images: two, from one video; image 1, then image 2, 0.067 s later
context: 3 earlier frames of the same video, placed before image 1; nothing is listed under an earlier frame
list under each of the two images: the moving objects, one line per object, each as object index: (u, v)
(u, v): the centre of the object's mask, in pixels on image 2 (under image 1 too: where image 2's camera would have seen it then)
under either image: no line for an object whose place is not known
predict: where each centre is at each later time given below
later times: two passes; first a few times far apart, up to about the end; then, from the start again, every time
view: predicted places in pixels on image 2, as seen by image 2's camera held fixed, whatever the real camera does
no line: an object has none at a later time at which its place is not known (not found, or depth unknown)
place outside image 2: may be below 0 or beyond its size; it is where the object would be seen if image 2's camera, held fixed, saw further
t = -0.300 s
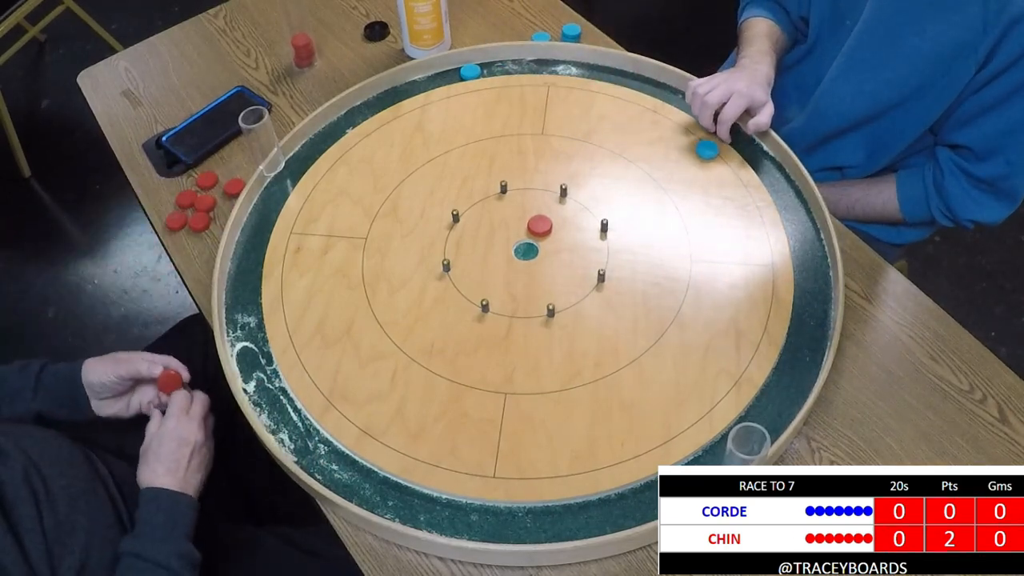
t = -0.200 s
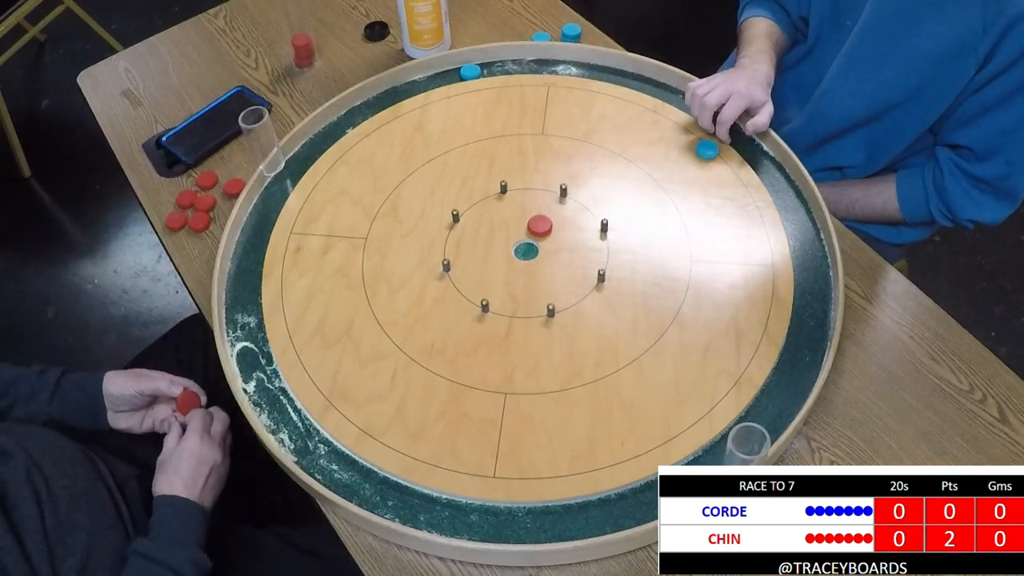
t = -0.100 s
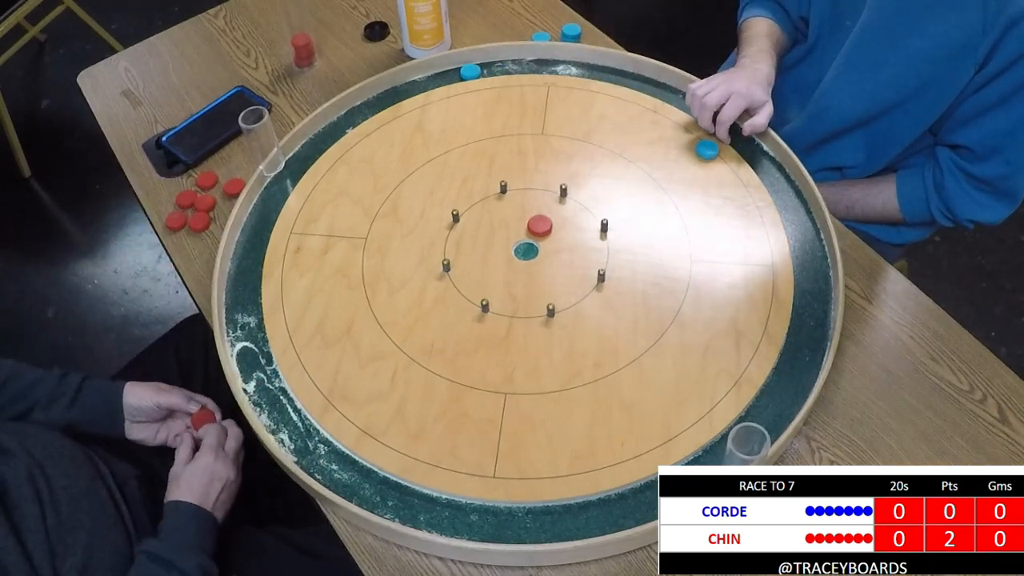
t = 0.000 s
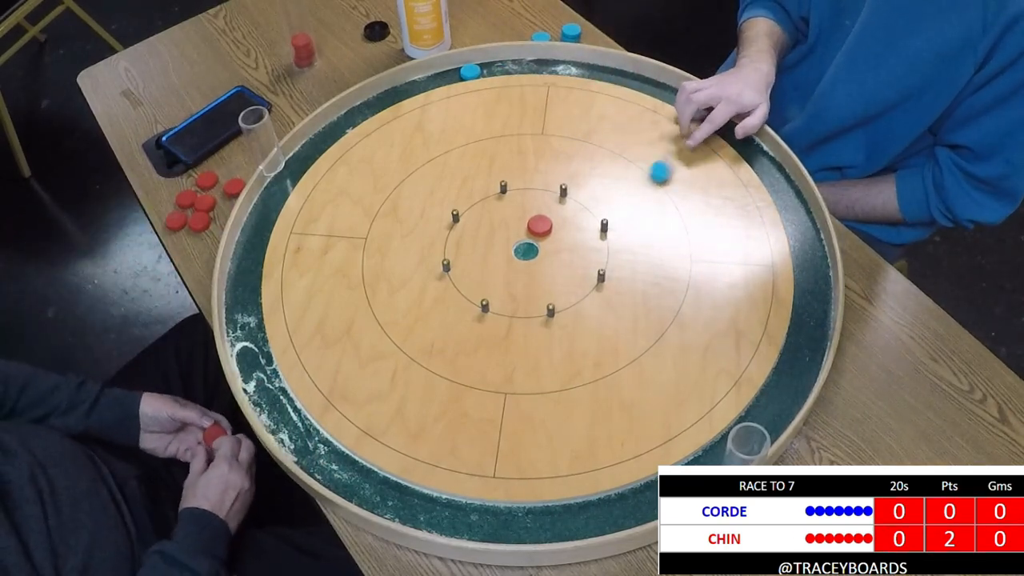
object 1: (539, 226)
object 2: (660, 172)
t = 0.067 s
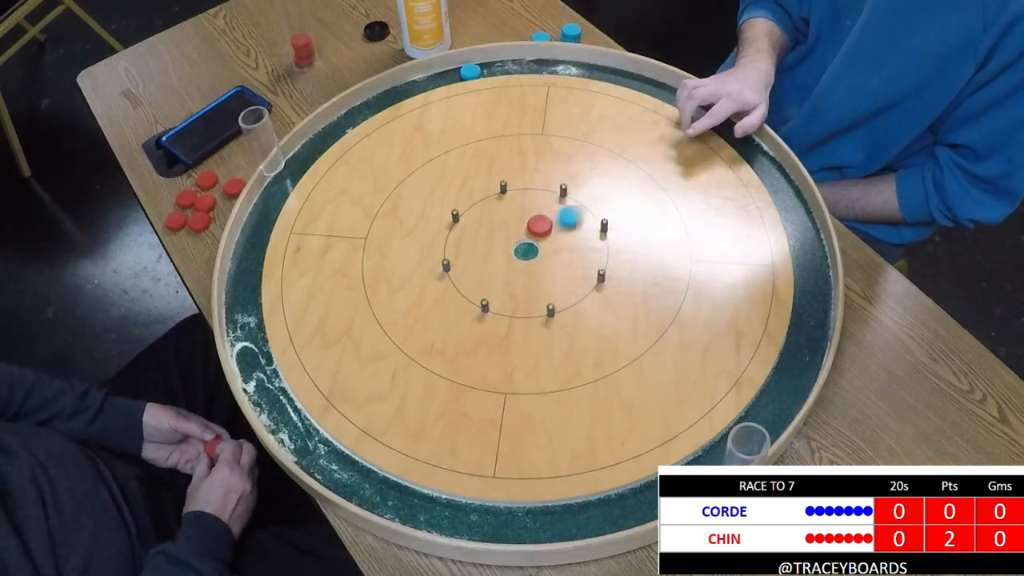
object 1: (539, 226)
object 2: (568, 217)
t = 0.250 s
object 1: (359, 198)
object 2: (546, 260)
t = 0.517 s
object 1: (350, 119)
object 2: (537, 277)
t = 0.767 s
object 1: (421, 85)
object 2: (537, 277)
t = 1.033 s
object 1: (451, 74)
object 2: (537, 277)
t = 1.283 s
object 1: (455, 77)
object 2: (537, 277)
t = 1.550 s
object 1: (455, 77)
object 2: (537, 277)
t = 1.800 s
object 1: (455, 77)
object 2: (537, 277)
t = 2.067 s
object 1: (455, 77)
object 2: (537, 277)
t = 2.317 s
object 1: (455, 77)
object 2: (537, 277)
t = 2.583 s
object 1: (455, 77)
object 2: (537, 277)
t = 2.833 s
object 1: (455, 77)
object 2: (537, 277)
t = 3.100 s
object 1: (455, 77)
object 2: (537, 277)
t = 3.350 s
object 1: (455, 77)
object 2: (537, 277)
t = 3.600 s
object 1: (455, 77)
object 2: (537, 277)
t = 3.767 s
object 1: (455, 77)
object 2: (537, 277)
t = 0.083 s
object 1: (521, 231)
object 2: (562, 223)
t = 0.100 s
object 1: (496, 239)
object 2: (560, 228)
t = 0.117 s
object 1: (472, 247)
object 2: (558, 232)
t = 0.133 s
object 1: (449, 253)
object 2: (556, 236)
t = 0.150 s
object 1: (434, 245)
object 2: (555, 240)
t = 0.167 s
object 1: (421, 237)
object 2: (553, 244)
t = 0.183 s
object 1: (408, 229)
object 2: (551, 247)
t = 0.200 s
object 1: (395, 221)
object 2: (550, 251)
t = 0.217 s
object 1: (383, 213)
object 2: (549, 254)
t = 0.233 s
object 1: (370, 205)
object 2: (547, 257)
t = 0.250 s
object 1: (359, 198)
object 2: (546, 260)
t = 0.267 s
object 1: (348, 191)
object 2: (545, 262)
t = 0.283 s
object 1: (337, 185)
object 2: (544, 264)
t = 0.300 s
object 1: (326, 178)
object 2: (543, 266)
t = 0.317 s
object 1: (316, 172)
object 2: (542, 268)
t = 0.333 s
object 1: (306, 165)
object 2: (541, 270)
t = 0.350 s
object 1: (298, 161)
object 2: (540, 272)
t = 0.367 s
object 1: (298, 155)
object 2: (539, 273)
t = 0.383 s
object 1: (301, 151)
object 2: (539, 274)
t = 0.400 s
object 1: (309, 147)
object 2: (539, 275)
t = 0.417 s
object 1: (317, 143)
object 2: (538, 276)
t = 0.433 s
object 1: (324, 139)
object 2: (538, 276)
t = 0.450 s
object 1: (331, 135)
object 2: (538, 277)
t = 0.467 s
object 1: (337, 131)
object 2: (538, 277)
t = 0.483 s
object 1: (341, 127)
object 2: (537, 277)
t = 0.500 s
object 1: (346, 123)
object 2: (537, 277)
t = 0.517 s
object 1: (350, 119)
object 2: (537, 277)
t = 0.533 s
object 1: (353, 114)
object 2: (537, 277)
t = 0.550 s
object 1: (356, 110)
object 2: (537, 277)
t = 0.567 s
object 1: (362, 107)
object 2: (537, 277)
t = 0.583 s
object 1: (368, 106)
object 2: (537, 277)
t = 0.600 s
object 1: (373, 104)
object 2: (537, 277)
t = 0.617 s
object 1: (379, 103)
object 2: (537, 277)
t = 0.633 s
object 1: (384, 100)
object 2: (537, 277)
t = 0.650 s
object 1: (390, 98)
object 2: (537, 277)
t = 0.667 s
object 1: (395, 97)
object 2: (537, 277)
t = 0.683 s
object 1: (400, 95)
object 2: (537, 277)
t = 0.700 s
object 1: (405, 93)
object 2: (537, 277)
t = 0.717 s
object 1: (409, 91)
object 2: (538, 277)
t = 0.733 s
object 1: (413, 89)
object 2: (538, 277)
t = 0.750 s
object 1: (417, 87)
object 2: (537, 277)
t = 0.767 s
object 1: (421, 85)
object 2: (537, 277)
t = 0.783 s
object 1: (425, 84)
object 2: (538, 277)
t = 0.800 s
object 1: (429, 82)
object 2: (537, 277)
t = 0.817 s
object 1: (432, 81)
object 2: (537, 277)
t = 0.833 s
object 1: (436, 80)
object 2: (537, 277)
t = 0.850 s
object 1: (438, 78)
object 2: (537, 277)
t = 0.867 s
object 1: (442, 77)
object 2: (538, 277)
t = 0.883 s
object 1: (445, 76)
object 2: (537, 277)
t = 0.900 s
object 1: (448, 74)
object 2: (537, 277)
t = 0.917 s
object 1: (448, 73)
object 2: (538, 277)
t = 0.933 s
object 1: (449, 73)
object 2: (538, 277)
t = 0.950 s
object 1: (449, 73)
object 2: (538, 277)
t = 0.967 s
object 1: (449, 73)
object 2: (538, 277)
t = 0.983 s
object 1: (450, 73)
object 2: (538, 277)
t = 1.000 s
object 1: (451, 74)
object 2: (537, 277)
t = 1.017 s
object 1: (451, 74)
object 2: (538, 277)
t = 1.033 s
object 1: (451, 74)
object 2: (537, 277)
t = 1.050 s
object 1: (451, 74)
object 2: (537, 277)
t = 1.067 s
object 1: (452, 75)
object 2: (537, 277)
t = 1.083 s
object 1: (453, 75)
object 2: (538, 277)
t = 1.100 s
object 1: (453, 75)
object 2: (537, 277)
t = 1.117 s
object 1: (453, 75)
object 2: (538, 277)
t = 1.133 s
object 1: (454, 76)
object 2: (538, 277)
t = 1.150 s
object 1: (454, 76)
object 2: (538, 277)
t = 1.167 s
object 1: (454, 76)
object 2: (538, 277)
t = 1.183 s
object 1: (455, 76)
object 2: (538, 277)
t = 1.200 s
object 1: (455, 76)
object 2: (537, 277)
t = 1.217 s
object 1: (455, 77)
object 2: (537, 277)
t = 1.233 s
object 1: (455, 77)
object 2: (537, 277)
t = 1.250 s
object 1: (455, 77)
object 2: (537, 277)
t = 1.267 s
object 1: (455, 77)
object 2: (537, 277)
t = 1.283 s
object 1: (455, 77)
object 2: (537, 277)
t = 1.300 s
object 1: (455, 77)
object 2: (537, 277)
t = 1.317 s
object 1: (455, 77)
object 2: (537, 277)
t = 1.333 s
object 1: (455, 77)
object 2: (537, 277)
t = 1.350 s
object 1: (455, 77)
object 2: (537, 277)
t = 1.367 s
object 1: (455, 77)
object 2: (537, 277)
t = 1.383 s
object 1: (455, 77)
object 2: (537, 277)
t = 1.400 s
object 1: (455, 77)
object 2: (537, 277)
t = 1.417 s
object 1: (455, 77)
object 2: (537, 277)
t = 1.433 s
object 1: (455, 77)
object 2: (537, 277)
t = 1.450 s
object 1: (455, 77)
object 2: (537, 277)
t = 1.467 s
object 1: (455, 77)
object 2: (537, 277)
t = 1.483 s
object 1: (455, 77)
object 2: (537, 277)
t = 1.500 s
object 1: (455, 77)
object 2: (537, 277)
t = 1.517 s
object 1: (455, 77)
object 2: (537, 277)
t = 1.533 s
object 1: (455, 77)
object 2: (537, 277)
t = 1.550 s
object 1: (455, 77)
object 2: (537, 277)
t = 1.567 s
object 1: (455, 77)
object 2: (537, 277)
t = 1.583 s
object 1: (455, 77)
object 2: (537, 277)
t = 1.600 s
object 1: (455, 77)
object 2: (538, 277)
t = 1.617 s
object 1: (455, 77)
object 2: (537, 277)
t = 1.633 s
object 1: (455, 77)
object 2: (537, 277)
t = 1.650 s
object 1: (455, 76)
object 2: (537, 277)
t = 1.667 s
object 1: (455, 76)
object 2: (537, 277)
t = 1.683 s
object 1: (455, 76)
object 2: (537, 277)
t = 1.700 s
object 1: (455, 76)
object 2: (537, 277)
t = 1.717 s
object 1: (455, 76)
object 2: (537, 277)
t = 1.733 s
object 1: (455, 77)
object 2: (537, 277)
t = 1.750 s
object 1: (455, 77)
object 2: (537, 277)
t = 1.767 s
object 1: (455, 76)
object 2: (537, 277)
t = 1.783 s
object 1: (455, 76)
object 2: (537, 277)
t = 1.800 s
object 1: (455, 77)
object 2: (537, 277)
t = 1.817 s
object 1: (455, 76)
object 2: (537, 277)
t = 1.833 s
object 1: (455, 76)
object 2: (537, 277)
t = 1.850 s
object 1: (455, 76)
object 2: (537, 277)
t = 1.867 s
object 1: (455, 77)
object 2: (537, 277)
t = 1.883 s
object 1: (455, 77)
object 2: (537, 277)
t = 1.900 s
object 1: (455, 77)
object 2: (537, 277)
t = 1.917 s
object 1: (455, 76)
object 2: (537, 277)
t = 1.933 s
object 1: (455, 76)
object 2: (537, 277)
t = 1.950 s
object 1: (455, 77)
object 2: (538, 277)
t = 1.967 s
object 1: (455, 77)
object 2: (537, 277)
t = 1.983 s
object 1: (455, 77)
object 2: (538, 277)
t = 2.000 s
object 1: (455, 77)
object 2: (537, 277)
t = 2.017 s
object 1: (455, 77)
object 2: (537, 277)
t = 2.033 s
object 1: (455, 77)
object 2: (538, 277)
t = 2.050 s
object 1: (455, 77)
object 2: (537, 277)
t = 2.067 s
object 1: (455, 77)
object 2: (537, 277)
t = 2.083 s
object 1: (455, 77)
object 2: (537, 277)
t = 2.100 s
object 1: (455, 77)
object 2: (537, 277)
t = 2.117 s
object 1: (455, 77)
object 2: (537, 277)
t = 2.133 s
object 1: (455, 77)
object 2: (537, 277)
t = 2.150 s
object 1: (455, 77)
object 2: (537, 277)
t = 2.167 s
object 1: (455, 77)
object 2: (537, 277)
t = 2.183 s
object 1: (455, 77)
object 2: (537, 277)
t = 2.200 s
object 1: (455, 77)
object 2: (537, 277)
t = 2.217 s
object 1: (455, 77)
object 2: (537, 277)
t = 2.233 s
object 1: (455, 77)
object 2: (538, 277)
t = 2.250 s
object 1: (455, 77)
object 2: (537, 277)
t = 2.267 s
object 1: (455, 77)
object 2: (537, 277)
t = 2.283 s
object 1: (455, 77)
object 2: (537, 277)
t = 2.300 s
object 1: (455, 77)
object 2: (537, 277)
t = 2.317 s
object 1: (455, 77)
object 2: (537, 277)
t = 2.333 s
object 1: (455, 77)
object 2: (537, 277)
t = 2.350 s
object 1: (455, 77)
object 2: (537, 277)
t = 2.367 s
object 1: (455, 77)
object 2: (537, 277)
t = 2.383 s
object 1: (455, 77)
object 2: (537, 277)
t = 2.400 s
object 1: (455, 77)
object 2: (537, 277)
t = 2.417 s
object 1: (455, 77)
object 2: (537, 277)
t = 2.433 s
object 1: (455, 77)
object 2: (537, 277)
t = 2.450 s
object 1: (455, 77)
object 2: (537, 277)
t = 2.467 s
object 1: (455, 77)
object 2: (537, 277)
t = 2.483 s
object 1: (455, 77)
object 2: (537, 277)
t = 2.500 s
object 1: (455, 77)
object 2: (537, 277)
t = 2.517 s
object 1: (455, 77)
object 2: (537, 277)
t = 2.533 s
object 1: (455, 77)
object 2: (538, 277)
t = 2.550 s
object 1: (455, 77)
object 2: (537, 277)
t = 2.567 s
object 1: (455, 77)
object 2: (537, 277)
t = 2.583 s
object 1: (455, 77)
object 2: (537, 277)
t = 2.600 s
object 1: (455, 77)
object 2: (537, 277)
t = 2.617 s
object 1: (455, 77)
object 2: (537, 277)
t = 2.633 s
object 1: (455, 77)
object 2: (537, 277)
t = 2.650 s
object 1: (455, 77)
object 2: (537, 277)
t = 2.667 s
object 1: (455, 77)
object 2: (537, 277)
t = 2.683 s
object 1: (455, 77)
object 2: (537, 277)
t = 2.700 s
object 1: (455, 77)
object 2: (537, 277)
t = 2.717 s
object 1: (455, 77)
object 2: (537, 277)
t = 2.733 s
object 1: (455, 77)
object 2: (537, 277)
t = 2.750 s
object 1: (455, 77)
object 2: (537, 277)
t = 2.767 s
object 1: (455, 77)
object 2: (537, 277)
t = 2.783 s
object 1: (455, 77)
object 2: (537, 277)
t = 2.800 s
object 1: (455, 77)
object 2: (537, 277)
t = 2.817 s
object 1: (455, 77)
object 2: (537, 277)
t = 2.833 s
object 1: (455, 77)
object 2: (537, 277)
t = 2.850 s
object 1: (455, 77)
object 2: (537, 277)
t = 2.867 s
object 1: (455, 77)
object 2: (537, 277)
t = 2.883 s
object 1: (455, 77)
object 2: (537, 277)
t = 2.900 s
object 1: (455, 77)
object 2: (537, 277)
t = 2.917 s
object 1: (455, 77)
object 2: (537, 277)
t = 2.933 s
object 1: (455, 77)
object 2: (537, 277)
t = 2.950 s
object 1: (455, 77)
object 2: (537, 277)
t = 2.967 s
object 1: (455, 77)
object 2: (537, 277)
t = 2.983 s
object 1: (455, 77)
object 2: (537, 277)
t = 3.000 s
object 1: (455, 77)
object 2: (537, 277)
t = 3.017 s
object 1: (455, 77)
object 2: (537, 277)
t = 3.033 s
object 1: (455, 77)
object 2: (537, 277)
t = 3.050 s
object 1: (455, 77)
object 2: (537, 277)
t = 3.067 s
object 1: (455, 77)
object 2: (537, 277)
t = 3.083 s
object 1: (455, 77)
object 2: (537, 277)
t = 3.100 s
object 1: (455, 77)
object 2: (537, 277)
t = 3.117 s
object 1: (455, 77)
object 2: (537, 277)
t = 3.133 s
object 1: (455, 77)
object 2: (537, 277)
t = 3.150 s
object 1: (455, 77)
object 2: (537, 277)
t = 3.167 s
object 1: (455, 77)
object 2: (537, 277)
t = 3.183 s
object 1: (455, 77)
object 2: (537, 277)
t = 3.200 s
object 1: (455, 77)
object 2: (537, 277)
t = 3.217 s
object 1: (455, 77)
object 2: (537, 277)
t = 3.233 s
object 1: (455, 77)
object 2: (537, 277)
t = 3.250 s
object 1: (455, 77)
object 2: (537, 277)
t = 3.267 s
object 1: (455, 77)
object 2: (537, 277)
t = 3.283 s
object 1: (455, 77)
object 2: (537, 277)
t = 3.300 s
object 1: (455, 77)
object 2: (537, 277)
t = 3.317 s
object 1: (455, 77)
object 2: (537, 277)
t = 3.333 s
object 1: (455, 77)
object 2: (537, 277)
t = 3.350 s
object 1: (455, 77)
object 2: (537, 277)
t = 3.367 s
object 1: (455, 77)
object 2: (537, 277)
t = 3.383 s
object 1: (455, 77)
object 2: (537, 277)
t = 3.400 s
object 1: (455, 77)
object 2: (537, 277)
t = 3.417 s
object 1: (455, 77)
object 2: (537, 277)
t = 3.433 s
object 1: (455, 77)
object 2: (537, 277)
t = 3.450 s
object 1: (455, 77)
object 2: (537, 277)
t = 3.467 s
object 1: (455, 77)
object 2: (537, 277)
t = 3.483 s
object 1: (455, 77)
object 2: (537, 277)
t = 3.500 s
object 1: (455, 77)
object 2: (537, 277)
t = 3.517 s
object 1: (455, 77)
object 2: (537, 277)
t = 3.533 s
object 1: (455, 77)
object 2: (537, 277)
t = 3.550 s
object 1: (455, 77)
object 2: (537, 277)
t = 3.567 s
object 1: (455, 77)
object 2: (537, 277)
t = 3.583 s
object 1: (455, 77)
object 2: (537, 277)
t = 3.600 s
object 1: (455, 77)
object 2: (537, 277)
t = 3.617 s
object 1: (455, 77)
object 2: (537, 277)
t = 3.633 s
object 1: (455, 77)
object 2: (537, 277)
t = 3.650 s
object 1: (455, 77)
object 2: (537, 277)
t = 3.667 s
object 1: (455, 77)
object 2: (537, 277)
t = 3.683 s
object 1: (455, 77)
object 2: (537, 277)
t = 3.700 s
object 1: (455, 77)
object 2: (537, 277)
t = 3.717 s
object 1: (455, 77)
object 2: (537, 277)
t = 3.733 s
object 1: (455, 77)
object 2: (537, 277)
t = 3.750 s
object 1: (455, 77)
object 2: (537, 277)
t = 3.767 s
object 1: (455, 77)
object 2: (537, 277)
